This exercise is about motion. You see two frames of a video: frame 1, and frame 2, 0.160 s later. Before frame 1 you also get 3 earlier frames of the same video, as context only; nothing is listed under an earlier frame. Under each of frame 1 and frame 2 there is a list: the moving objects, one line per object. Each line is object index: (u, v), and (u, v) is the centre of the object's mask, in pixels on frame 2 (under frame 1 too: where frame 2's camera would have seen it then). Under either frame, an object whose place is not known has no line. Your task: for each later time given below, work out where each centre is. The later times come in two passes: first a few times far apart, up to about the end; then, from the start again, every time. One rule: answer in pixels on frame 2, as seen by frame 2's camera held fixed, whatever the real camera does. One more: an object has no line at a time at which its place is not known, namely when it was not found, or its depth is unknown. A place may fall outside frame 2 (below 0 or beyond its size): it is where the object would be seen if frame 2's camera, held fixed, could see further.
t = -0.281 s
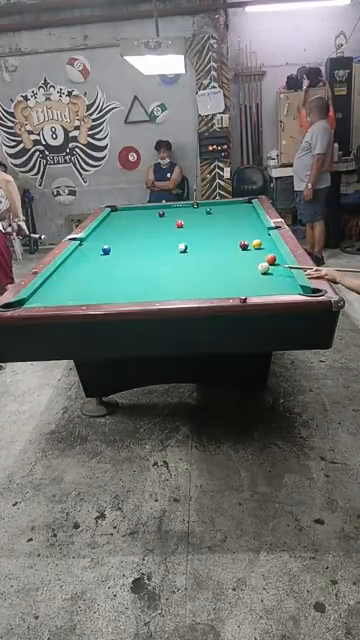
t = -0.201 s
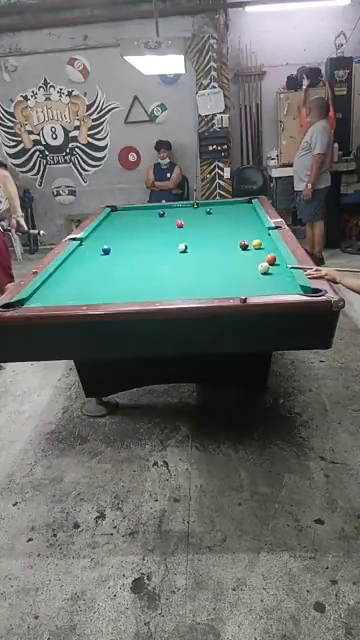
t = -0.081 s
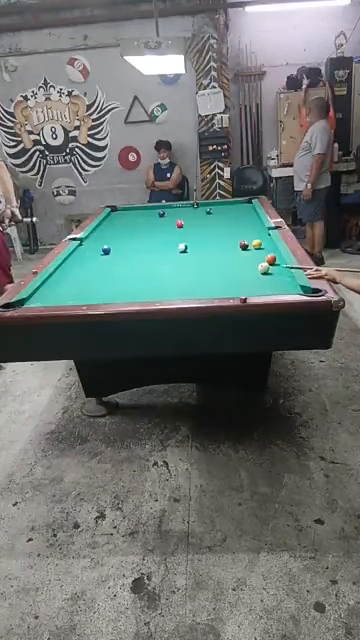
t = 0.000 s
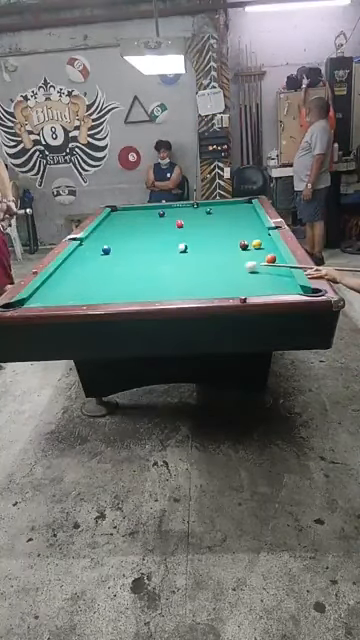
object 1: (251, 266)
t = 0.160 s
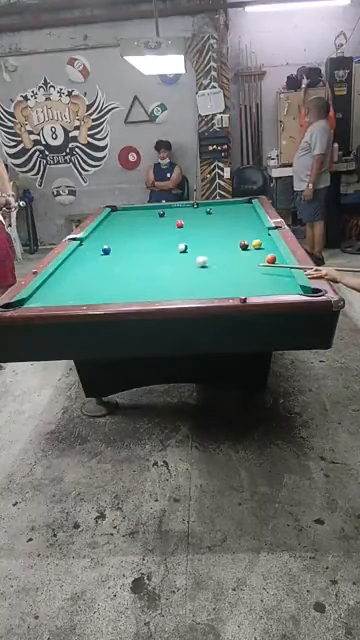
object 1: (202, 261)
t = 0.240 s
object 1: (179, 259)
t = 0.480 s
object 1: (119, 252)
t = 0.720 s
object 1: (83, 253)
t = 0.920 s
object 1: (83, 253)
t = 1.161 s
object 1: (103, 252)
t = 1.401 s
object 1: (121, 251)
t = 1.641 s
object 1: (138, 250)
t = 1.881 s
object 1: (155, 249)
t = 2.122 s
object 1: (171, 247)
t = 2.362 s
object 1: (179, 246)
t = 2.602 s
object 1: (185, 244)
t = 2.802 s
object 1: (189, 243)
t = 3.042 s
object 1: (194, 242)
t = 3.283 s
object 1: (197, 241)
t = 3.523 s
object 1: (201, 240)
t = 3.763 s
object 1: (203, 240)
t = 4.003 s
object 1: (205, 239)
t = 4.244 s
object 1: (206, 238)
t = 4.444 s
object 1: (207, 238)
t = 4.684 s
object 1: (208, 238)
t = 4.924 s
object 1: (208, 238)
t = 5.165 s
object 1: (208, 238)
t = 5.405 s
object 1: (208, 238)
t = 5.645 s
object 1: (208, 238)
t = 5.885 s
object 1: (208, 238)
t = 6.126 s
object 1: (208, 238)
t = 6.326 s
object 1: (208, 238)
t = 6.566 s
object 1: (208, 238)
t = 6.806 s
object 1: (208, 238)
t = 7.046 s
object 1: (208, 238)
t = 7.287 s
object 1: (208, 238)
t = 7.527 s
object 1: (208, 238)
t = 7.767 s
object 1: (208, 238)
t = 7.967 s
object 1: (208, 238)
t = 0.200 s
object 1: (190, 260)
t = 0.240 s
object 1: (179, 259)
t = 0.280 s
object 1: (168, 258)
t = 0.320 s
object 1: (158, 257)
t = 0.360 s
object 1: (148, 256)
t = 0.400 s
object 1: (138, 254)
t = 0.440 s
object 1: (129, 253)
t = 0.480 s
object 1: (119, 252)
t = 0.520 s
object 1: (110, 251)
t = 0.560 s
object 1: (105, 252)
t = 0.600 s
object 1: (100, 252)
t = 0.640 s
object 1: (94, 253)
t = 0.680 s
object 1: (88, 253)
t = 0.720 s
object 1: (83, 253)
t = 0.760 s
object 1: (77, 254)
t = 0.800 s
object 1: (73, 255)
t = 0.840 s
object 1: (77, 254)
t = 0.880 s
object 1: (80, 254)
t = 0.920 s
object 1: (83, 253)
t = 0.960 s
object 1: (87, 253)
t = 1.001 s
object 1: (90, 253)
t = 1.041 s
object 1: (94, 253)
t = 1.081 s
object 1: (97, 253)
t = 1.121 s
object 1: (100, 252)
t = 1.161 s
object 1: (103, 252)
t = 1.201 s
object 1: (106, 252)
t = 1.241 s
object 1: (109, 252)
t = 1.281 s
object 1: (112, 252)
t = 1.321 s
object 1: (115, 252)
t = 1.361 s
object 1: (118, 251)
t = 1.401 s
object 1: (121, 251)
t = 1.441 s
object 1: (124, 251)
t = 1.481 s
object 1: (127, 251)
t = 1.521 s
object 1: (130, 251)
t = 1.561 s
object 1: (133, 250)
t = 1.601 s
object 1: (136, 250)
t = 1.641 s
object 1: (138, 250)
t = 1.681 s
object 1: (141, 250)
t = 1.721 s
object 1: (144, 249)
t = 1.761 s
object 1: (147, 249)
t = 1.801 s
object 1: (150, 249)
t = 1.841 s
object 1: (153, 249)
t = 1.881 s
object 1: (155, 249)
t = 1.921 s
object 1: (158, 248)
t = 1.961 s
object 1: (160, 248)
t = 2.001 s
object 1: (163, 248)
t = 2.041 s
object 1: (166, 248)
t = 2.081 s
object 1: (168, 247)
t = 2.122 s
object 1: (171, 247)
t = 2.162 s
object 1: (173, 247)
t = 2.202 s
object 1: (175, 247)
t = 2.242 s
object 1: (176, 246)
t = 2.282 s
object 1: (177, 246)
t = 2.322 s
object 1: (178, 246)
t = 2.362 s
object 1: (179, 246)
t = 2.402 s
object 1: (180, 245)
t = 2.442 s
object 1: (181, 245)
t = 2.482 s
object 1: (182, 245)
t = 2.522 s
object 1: (183, 245)
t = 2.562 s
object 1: (184, 245)
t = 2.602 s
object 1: (185, 244)
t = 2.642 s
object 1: (186, 244)
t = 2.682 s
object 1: (187, 244)
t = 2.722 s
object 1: (187, 244)
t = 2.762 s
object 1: (188, 243)
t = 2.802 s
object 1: (189, 243)
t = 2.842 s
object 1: (190, 243)
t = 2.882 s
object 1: (191, 243)
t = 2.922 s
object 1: (191, 243)
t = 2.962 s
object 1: (192, 243)
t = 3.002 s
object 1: (192, 242)
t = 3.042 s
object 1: (194, 242)
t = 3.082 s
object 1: (194, 242)
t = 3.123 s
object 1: (195, 242)
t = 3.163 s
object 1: (196, 242)
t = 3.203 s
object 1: (196, 242)
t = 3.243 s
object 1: (197, 241)
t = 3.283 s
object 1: (197, 241)
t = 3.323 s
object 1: (198, 241)
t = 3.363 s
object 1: (198, 241)
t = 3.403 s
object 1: (199, 241)
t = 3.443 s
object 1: (200, 241)
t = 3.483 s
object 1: (200, 240)
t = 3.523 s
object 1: (201, 240)
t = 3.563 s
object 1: (201, 240)
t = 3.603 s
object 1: (201, 240)
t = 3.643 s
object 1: (202, 240)
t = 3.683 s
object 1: (202, 240)
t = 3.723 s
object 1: (203, 240)
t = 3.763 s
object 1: (203, 240)
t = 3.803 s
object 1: (203, 240)
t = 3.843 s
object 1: (203, 239)
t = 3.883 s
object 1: (204, 239)
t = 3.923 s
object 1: (204, 239)
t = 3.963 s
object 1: (205, 239)
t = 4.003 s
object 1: (205, 239)
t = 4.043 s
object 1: (205, 239)
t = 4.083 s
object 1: (205, 239)
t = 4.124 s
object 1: (206, 239)
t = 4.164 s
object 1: (206, 239)
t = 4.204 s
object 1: (206, 238)
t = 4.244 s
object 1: (206, 238)
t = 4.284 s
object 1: (206, 238)
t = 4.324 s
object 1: (207, 238)
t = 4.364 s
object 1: (207, 238)
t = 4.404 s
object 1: (207, 238)
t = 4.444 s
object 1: (207, 238)
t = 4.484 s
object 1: (207, 238)
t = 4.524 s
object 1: (208, 238)
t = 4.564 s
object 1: (208, 238)
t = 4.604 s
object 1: (208, 238)
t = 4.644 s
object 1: (208, 238)
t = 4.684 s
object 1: (208, 238)
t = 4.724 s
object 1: (208, 238)
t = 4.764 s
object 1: (208, 238)
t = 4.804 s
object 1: (208, 238)
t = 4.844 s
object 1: (208, 238)
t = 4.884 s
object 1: (208, 238)
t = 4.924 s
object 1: (208, 238)
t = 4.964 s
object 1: (208, 238)
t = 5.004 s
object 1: (208, 238)
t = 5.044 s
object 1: (208, 238)
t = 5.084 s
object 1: (208, 238)
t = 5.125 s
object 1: (208, 238)
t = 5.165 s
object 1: (208, 238)
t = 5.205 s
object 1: (208, 238)
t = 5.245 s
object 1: (208, 238)
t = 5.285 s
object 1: (208, 238)
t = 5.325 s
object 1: (208, 238)
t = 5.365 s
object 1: (208, 238)
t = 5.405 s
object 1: (208, 238)
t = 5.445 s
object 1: (208, 238)
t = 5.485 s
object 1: (208, 238)
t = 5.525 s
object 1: (208, 238)
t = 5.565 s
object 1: (208, 238)
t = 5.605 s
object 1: (208, 238)
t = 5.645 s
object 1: (208, 238)
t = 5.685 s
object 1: (208, 238)
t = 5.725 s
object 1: (208, 238)
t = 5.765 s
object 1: (208, 238)
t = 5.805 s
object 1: (208, 238)
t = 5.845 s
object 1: (208, 238)
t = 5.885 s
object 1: (208, 238)
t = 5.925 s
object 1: (208, 238)
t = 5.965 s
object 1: (208, 238)
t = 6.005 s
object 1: (208, 238)
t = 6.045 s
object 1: (208, 238)
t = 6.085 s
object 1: (208, 238)
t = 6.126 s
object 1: (208, 238)
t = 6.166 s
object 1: (208, 238)
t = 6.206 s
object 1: (208, 238)
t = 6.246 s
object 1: (208, 238)
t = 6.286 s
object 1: (208, 238)
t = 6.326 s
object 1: (208, 238)
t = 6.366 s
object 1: (208, 238)
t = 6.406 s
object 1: (208, 238)
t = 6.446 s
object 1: (208, 238)
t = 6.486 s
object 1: (208, 238)
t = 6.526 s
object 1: (208, 238)
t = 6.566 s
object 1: (208, 238)
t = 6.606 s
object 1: (208, 238)
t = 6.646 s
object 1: (208, 238)
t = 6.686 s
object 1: (208, 238)
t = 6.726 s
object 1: (208, 238)
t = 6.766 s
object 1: (208, 238)
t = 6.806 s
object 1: (208, 238)
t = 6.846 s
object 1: (208, 238)
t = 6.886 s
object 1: (208, 238)
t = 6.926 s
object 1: (208, 238)
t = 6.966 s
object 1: (208, 238)
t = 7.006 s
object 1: (208, 238)
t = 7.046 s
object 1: (208, 238)
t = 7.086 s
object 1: (208, 238)
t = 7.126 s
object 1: (208, 238)
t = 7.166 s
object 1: (208, 238)
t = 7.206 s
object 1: (208, 238)
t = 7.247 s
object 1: (208, 238)
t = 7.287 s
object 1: (208, 238)
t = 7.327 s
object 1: (208, 238)
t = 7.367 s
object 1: (208, 238)
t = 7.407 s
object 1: (208, 238)
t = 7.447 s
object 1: (208, 238)
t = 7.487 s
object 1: (208, 238)
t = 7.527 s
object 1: (208, 238)
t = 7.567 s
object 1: (208, 238)
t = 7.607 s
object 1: (208, 238)
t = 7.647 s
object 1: (208, 238)
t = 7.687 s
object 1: (208, 238)
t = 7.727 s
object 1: (208, 238)
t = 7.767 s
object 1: (208, 238)
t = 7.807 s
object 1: (208, 238)
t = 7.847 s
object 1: (208, 238)
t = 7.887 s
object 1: (208, 238)
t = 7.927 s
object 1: (208, 238)
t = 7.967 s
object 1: (208, 238)
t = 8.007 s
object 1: (208, 238)
